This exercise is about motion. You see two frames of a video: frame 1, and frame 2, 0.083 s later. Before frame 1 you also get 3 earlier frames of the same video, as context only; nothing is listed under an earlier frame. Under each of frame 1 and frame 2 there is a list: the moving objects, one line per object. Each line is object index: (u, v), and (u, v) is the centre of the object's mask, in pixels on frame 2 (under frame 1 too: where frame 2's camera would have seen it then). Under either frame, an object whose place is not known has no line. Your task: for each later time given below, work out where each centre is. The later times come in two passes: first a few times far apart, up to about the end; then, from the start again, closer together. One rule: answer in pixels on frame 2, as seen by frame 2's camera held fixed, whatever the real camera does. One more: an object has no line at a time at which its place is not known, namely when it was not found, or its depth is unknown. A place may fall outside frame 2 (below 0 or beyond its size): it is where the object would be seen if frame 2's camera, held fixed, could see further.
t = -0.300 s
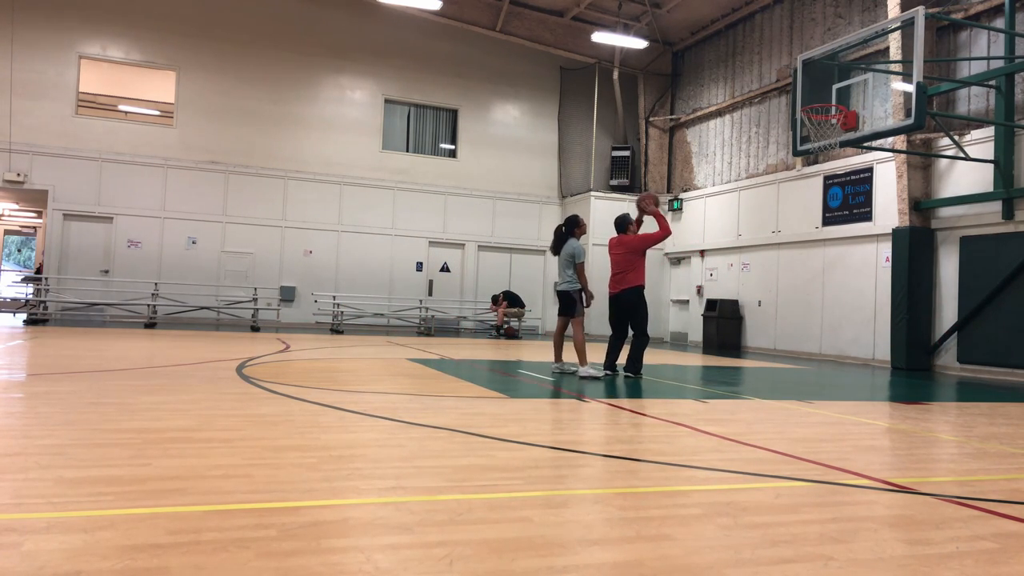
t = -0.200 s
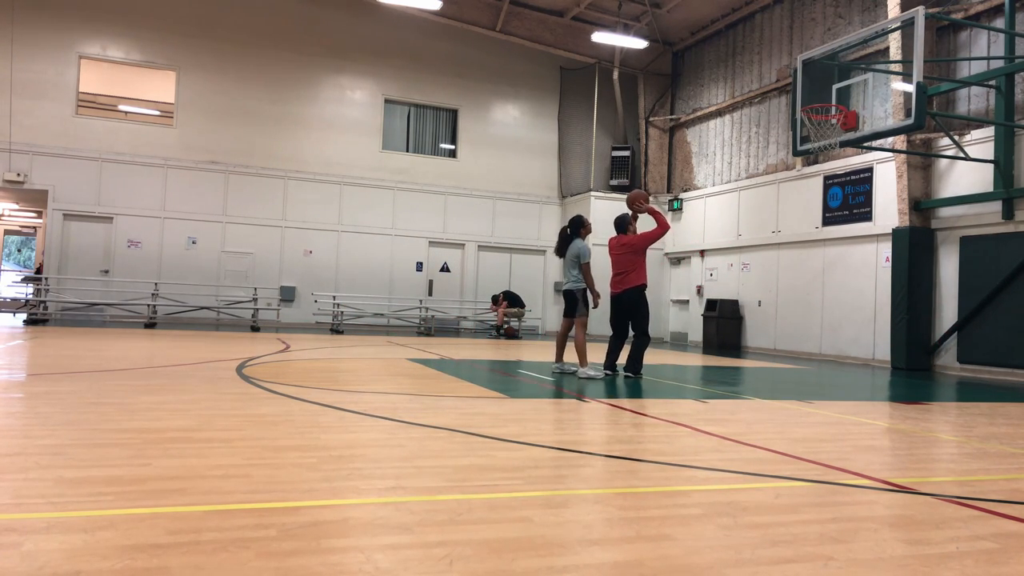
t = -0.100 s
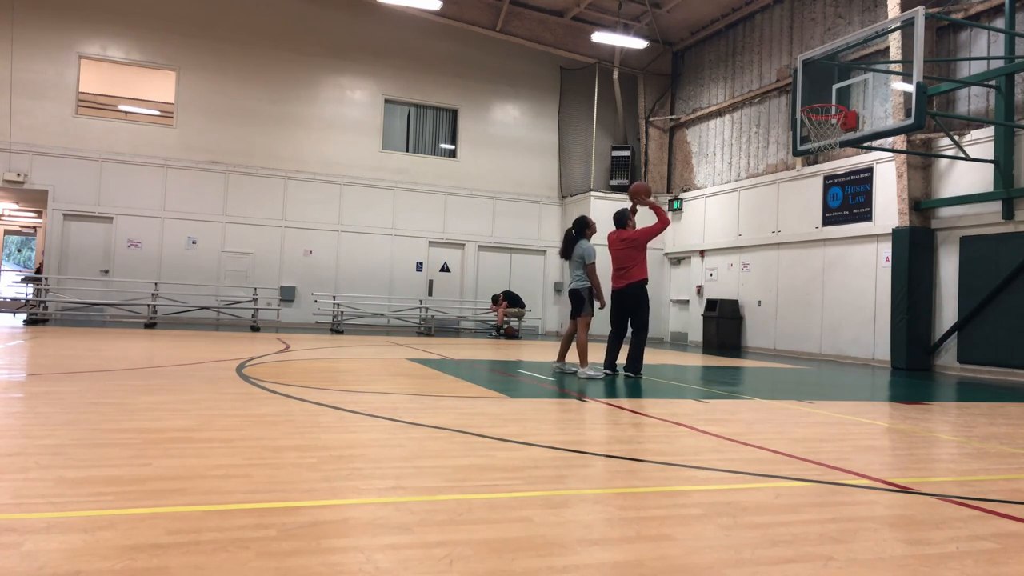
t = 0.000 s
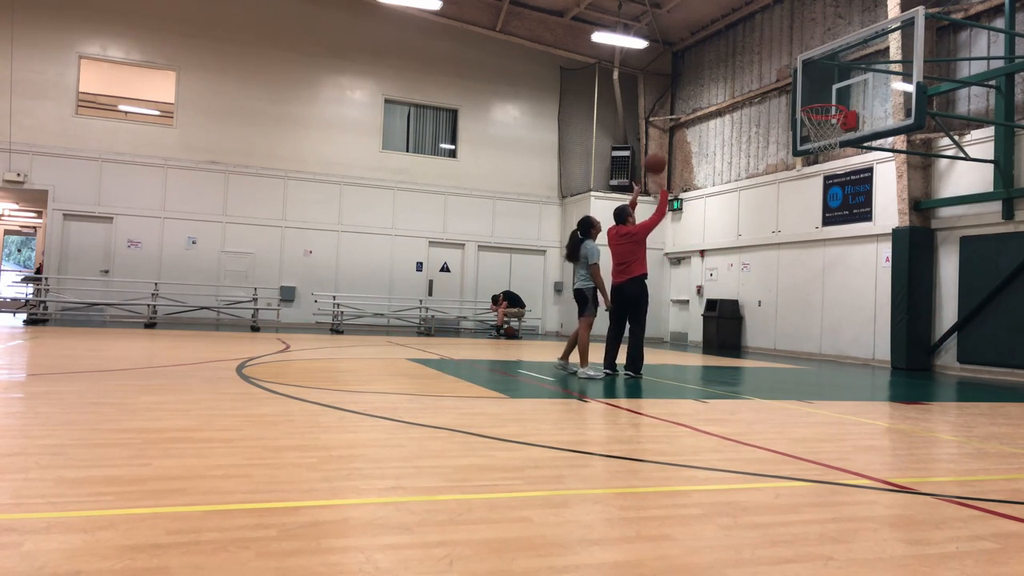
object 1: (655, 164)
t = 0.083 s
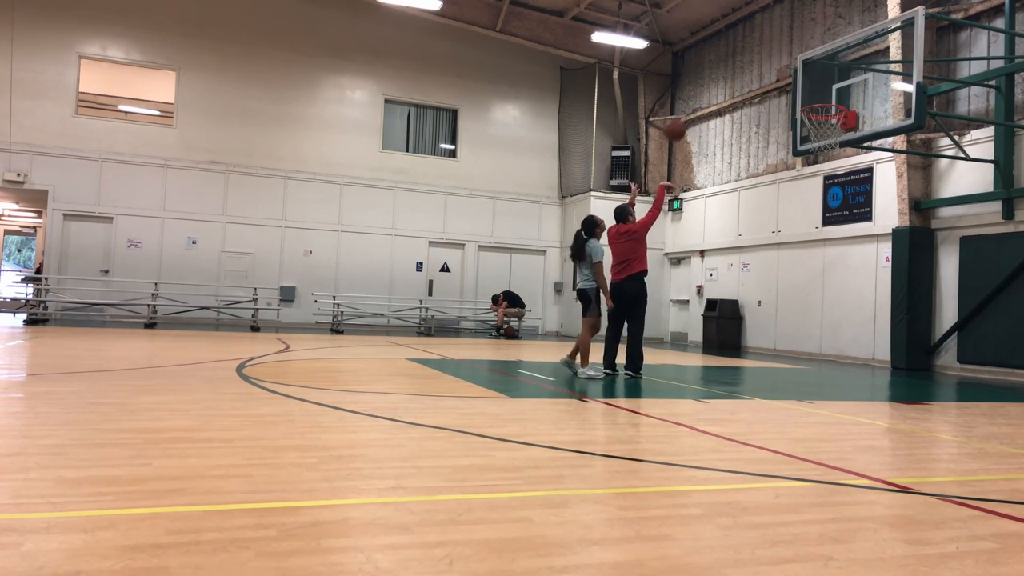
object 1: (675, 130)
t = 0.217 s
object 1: (705, 90)
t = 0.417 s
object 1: (747, 61)
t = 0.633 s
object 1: (790, 70)
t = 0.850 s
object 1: (830, 118)
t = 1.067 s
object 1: (844, 169)
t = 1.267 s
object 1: (848, 246)
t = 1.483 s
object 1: (853, 368)
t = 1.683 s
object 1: (842, 287)
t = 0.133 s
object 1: (686, 114)
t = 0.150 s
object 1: (690, 107)
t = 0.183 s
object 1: (698, 98)
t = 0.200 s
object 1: (701, 94)
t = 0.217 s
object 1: (705, 90)
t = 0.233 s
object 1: (708, 86)
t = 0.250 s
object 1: (712, 82)
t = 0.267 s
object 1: (716, 78)
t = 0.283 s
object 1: (719, 76)
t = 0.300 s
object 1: (723, 73)
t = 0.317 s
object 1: (726, 71)
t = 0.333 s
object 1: (730, 68)
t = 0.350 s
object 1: (734, 66)
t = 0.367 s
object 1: (737, 65)
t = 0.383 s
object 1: (741, 63)
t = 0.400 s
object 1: (744, 62)
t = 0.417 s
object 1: (747, 61)
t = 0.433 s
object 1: (751, 60)
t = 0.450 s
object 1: (754, 60)
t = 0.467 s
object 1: (757, 60)
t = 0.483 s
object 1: (761, 60)
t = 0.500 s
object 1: (764, 60)
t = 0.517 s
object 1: (768, 60)
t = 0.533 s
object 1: (771, 61)
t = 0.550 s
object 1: (774, 62)
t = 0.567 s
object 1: (778, 63)
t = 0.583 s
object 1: (781, 65)
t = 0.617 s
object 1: (787, 68)
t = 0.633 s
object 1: (790, 70)
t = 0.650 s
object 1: (792, 73)
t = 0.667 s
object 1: (796, 75)
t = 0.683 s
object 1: (800, 78)
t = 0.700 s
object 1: (803, 81)
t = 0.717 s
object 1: (806, 84)
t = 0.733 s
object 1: (809, 87)
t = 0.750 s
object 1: (813, 90)
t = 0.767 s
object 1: (816, 94)
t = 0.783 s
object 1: (818, 97)
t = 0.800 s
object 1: (821, 99)
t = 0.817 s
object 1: (823, 101)
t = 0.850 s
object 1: (830, 118)
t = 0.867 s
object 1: (834, 122)
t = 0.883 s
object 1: (836, 130)
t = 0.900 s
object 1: (838, 132)
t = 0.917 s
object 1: (839, 134)
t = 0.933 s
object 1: (840, 136)
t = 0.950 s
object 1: (841, 137)
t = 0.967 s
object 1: (842, 144)
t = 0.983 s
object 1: (842, 148)
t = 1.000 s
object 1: (843, 151)
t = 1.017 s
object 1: (843, 155)
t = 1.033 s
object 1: (843, 159)
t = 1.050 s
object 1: (844, 164)
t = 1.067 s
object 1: (844, 169)
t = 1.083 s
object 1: (844, 174)
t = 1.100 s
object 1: (844, 180)
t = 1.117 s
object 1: (845, 184)
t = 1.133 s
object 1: (845, 190)
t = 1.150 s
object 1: (846, 197)
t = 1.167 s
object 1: (847, 203)
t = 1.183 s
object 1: (846, 209)
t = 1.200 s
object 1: (847, 215)
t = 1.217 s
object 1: (847, 223)
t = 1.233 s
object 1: (848, 231)
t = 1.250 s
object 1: (848, 239)
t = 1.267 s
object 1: (848, 246)
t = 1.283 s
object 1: (849, 254)
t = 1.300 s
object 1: (849, 262)
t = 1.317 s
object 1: (849, 270)
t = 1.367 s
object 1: (850, 297)
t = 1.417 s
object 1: (851, 326)
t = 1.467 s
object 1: (853, 358)
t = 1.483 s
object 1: (853, 368)
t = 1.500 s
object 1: (852, 367)
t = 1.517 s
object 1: (851, 359)
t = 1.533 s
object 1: (851, 350)
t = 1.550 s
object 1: (850, 342)
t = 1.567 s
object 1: (849, 335)
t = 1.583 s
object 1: (848, 327)
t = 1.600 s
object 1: (847, 320)
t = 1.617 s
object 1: (846, 313)
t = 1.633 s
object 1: (845, 306)
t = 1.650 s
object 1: (844, 300)
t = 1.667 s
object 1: (843, 293)
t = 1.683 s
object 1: (842, 287)
